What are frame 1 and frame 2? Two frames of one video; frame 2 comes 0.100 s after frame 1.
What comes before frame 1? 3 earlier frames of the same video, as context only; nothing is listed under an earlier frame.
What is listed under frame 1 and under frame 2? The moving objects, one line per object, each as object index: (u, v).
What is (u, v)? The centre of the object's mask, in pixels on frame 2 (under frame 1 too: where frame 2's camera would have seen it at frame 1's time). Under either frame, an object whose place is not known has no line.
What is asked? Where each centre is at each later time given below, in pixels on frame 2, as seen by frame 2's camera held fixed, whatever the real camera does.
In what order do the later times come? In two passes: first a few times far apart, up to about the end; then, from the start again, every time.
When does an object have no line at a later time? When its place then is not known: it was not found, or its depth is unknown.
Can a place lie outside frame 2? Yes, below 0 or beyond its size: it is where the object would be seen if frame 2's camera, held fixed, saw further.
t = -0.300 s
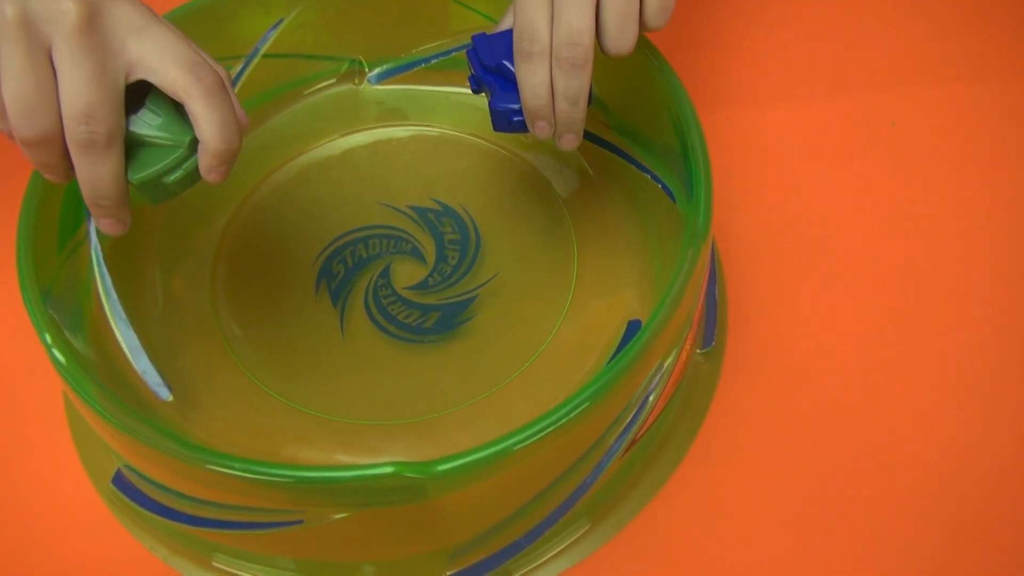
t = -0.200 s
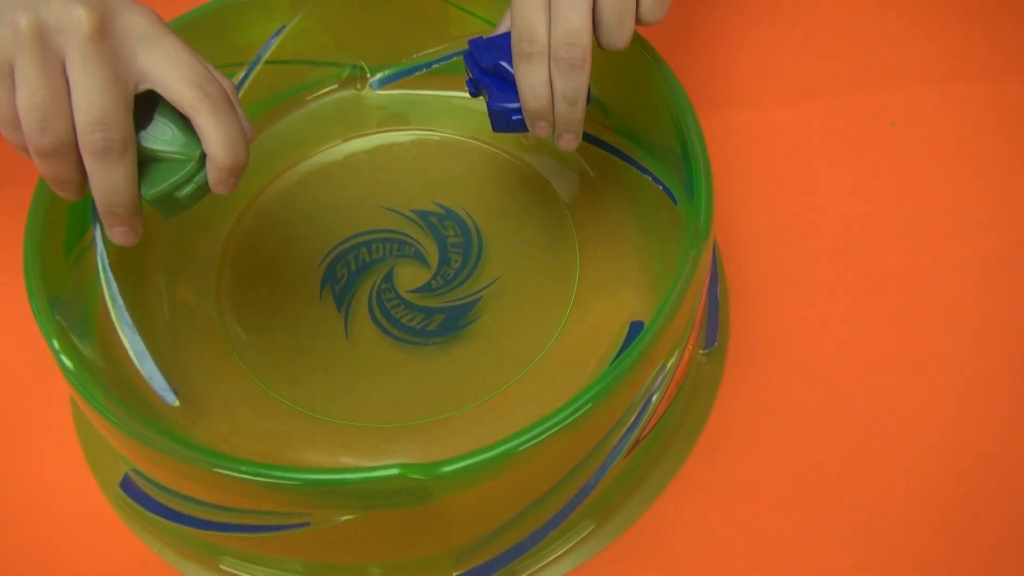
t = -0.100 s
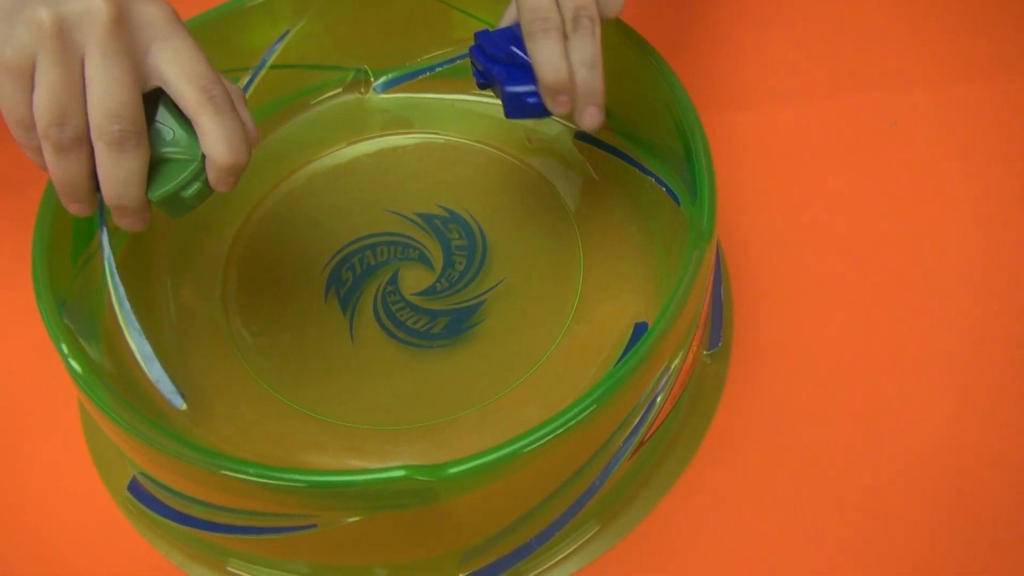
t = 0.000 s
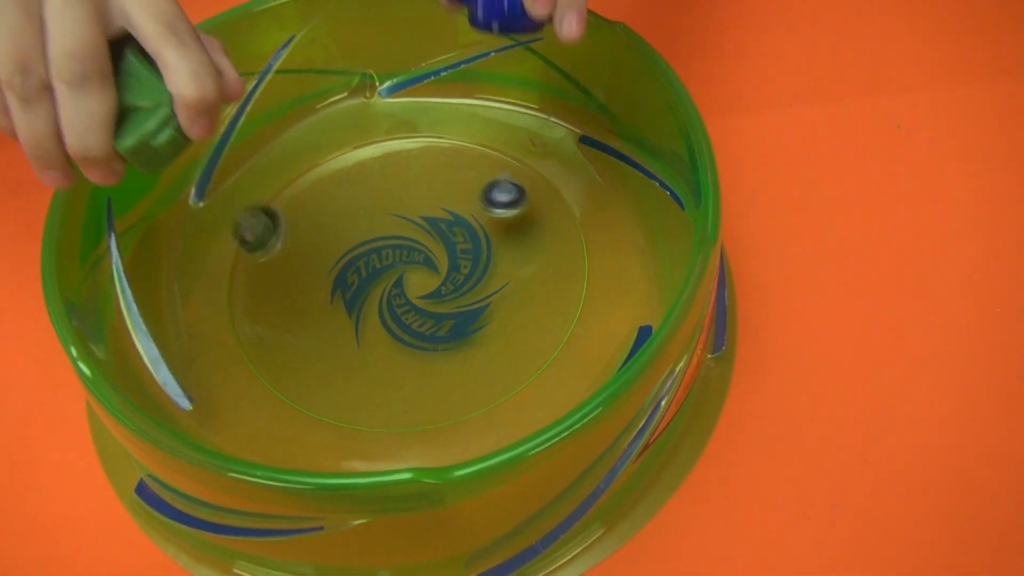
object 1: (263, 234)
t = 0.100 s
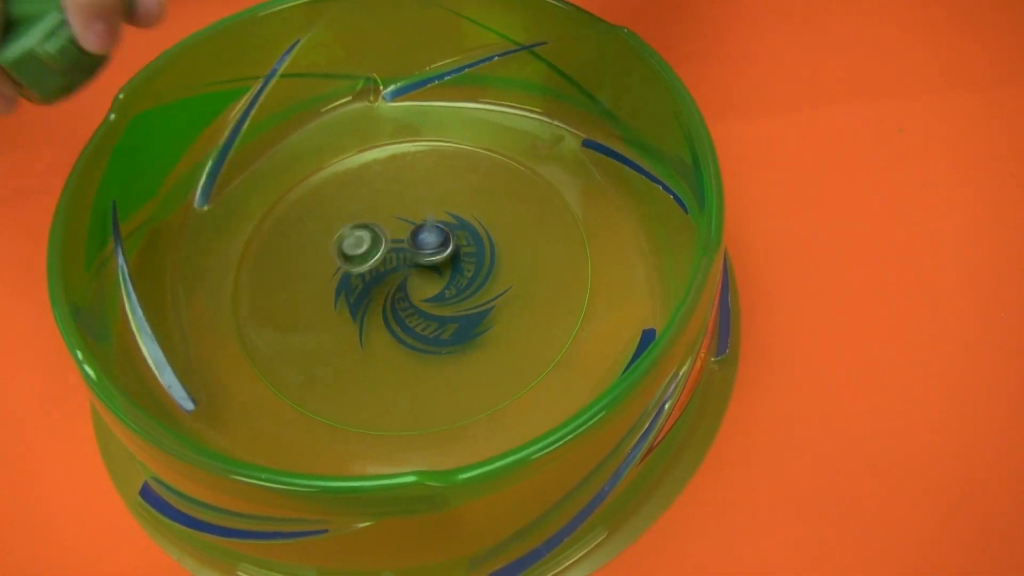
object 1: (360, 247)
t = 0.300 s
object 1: (543, 289)
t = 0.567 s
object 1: (546, 292)
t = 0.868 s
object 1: (501, 281)
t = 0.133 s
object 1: (401, 246)
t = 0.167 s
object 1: (443, 258)
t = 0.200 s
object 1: (479, 279)
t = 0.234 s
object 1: (505, 280)
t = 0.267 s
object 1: (526, 284)
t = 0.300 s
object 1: (543, 289)
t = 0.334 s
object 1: (554, 293)
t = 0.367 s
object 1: (557, 295)
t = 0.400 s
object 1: (556, 295)
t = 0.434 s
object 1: (554, 294)
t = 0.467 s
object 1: (553, 293)
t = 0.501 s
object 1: (550, 293)
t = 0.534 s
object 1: (549, 292)
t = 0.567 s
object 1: (546, 292)
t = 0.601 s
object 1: (544, 292)
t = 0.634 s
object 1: (540, 291)
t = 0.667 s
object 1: (536, 291)
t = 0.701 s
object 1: (532, 290)
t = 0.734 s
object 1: (527, 289)
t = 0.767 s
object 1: (522, 288)
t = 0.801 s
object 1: (517, 286)
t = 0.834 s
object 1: (510, 283)
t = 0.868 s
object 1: (501, 281)
